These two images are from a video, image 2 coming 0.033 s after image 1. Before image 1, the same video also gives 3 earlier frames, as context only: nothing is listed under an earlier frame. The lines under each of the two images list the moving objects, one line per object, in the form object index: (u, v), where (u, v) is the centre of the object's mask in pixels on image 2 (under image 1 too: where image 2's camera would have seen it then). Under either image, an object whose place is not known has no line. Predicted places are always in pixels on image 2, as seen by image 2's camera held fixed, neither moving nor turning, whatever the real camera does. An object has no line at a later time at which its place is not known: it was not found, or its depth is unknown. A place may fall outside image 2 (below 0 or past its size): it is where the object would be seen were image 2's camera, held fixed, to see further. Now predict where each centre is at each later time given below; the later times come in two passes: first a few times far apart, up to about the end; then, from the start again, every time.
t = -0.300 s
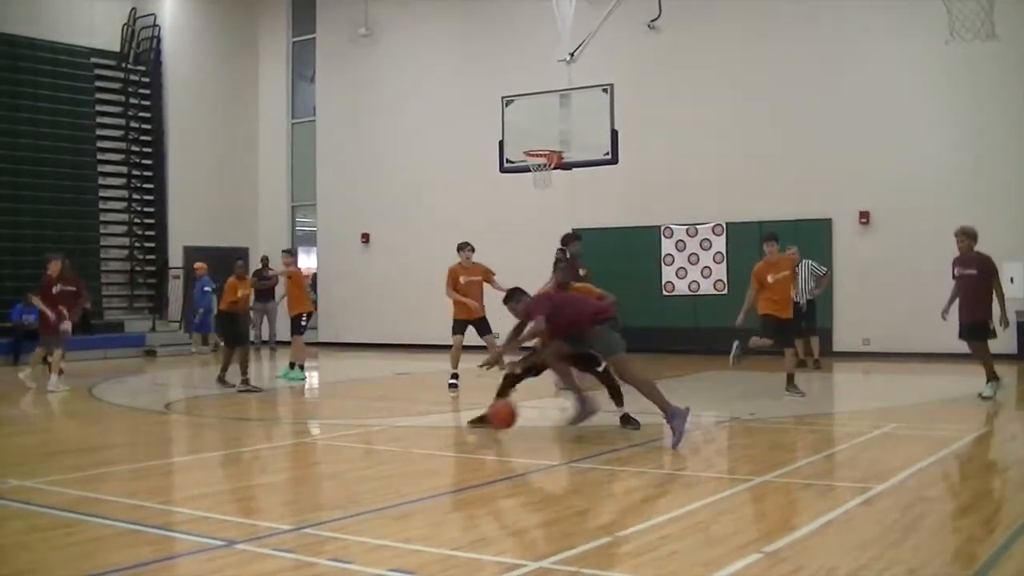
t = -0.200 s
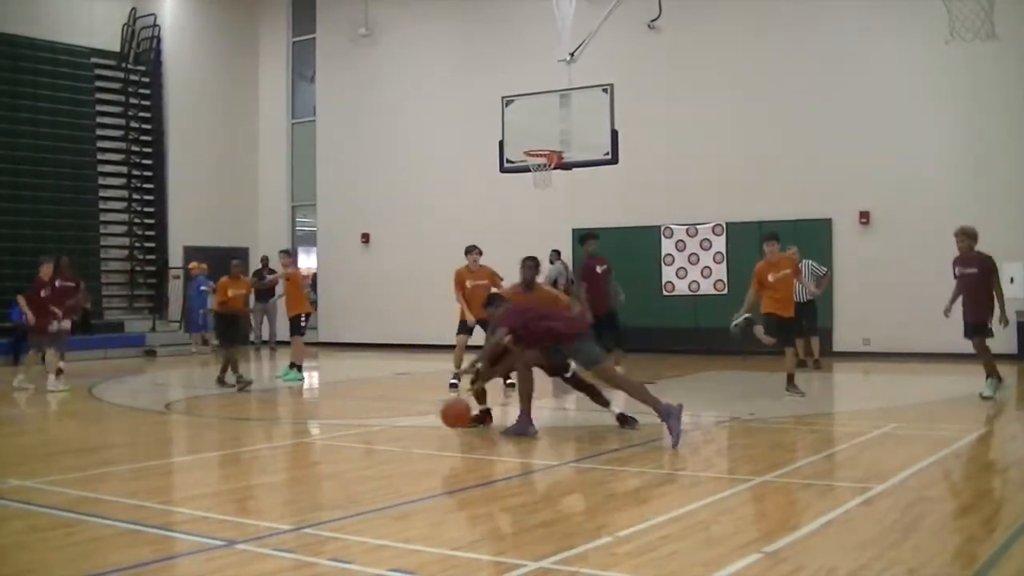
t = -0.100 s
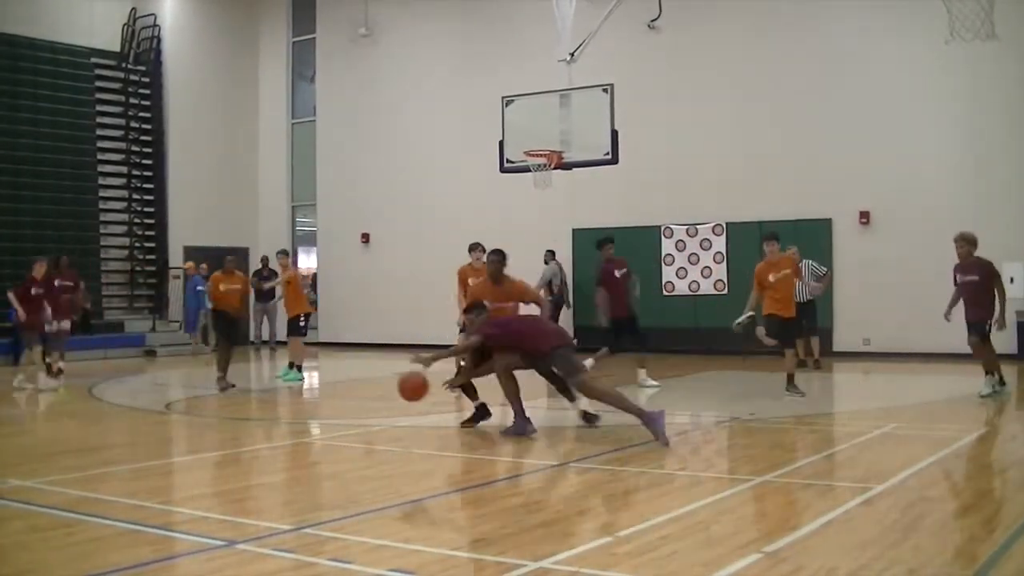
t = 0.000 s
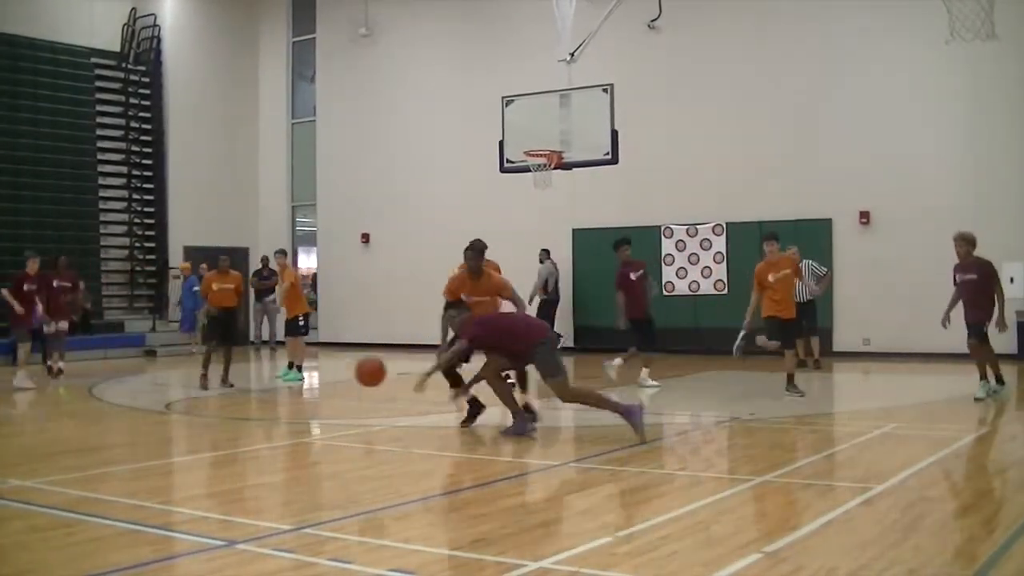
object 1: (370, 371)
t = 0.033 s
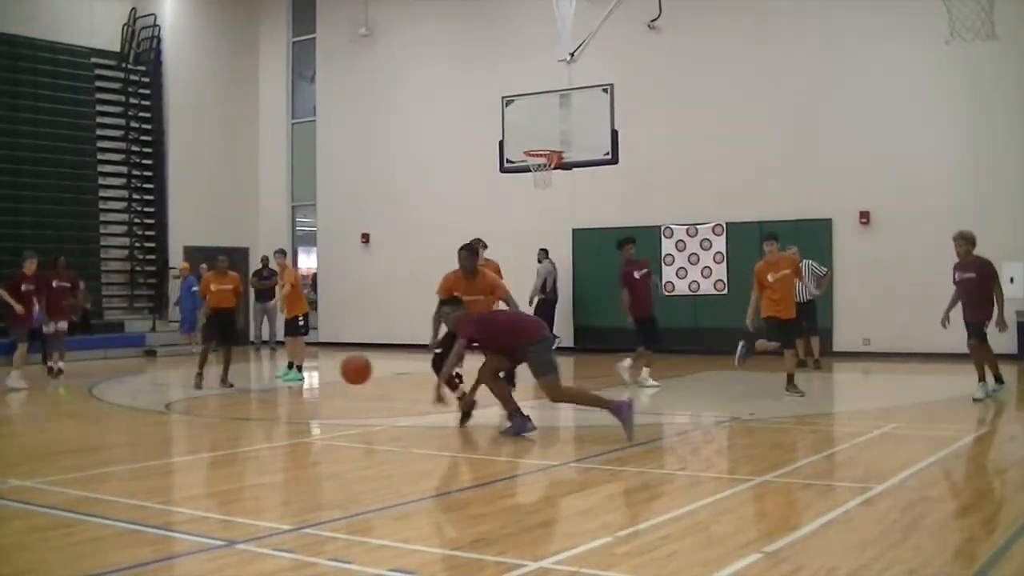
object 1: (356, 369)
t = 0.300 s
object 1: (243, 406)
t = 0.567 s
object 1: (133, 405)
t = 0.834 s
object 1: (24, 421)
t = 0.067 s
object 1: (341, 369)
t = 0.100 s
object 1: (327, 370)
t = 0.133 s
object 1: (313, 372)
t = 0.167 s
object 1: (299, 375)
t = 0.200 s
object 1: (284, 382)
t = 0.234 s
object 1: (270, 388)
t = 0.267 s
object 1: (257, 396)
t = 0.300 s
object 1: (243, 406)
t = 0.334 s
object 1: (229, 417)
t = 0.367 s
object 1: (214, 430)
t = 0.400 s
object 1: (201, 442)
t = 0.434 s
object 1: (188, 432)
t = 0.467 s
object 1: (173, 422)
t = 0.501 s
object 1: (160, 416)
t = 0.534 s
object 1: (147, 409)
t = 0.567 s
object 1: (133, 405)
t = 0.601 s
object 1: (119, 402)
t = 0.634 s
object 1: (106, 400)
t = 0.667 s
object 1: (93, 400)
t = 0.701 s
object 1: (79, 401)
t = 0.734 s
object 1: (65, 404)
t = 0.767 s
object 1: (51, 408)
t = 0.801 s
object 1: (37, 414)
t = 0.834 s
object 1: (24, 421)
